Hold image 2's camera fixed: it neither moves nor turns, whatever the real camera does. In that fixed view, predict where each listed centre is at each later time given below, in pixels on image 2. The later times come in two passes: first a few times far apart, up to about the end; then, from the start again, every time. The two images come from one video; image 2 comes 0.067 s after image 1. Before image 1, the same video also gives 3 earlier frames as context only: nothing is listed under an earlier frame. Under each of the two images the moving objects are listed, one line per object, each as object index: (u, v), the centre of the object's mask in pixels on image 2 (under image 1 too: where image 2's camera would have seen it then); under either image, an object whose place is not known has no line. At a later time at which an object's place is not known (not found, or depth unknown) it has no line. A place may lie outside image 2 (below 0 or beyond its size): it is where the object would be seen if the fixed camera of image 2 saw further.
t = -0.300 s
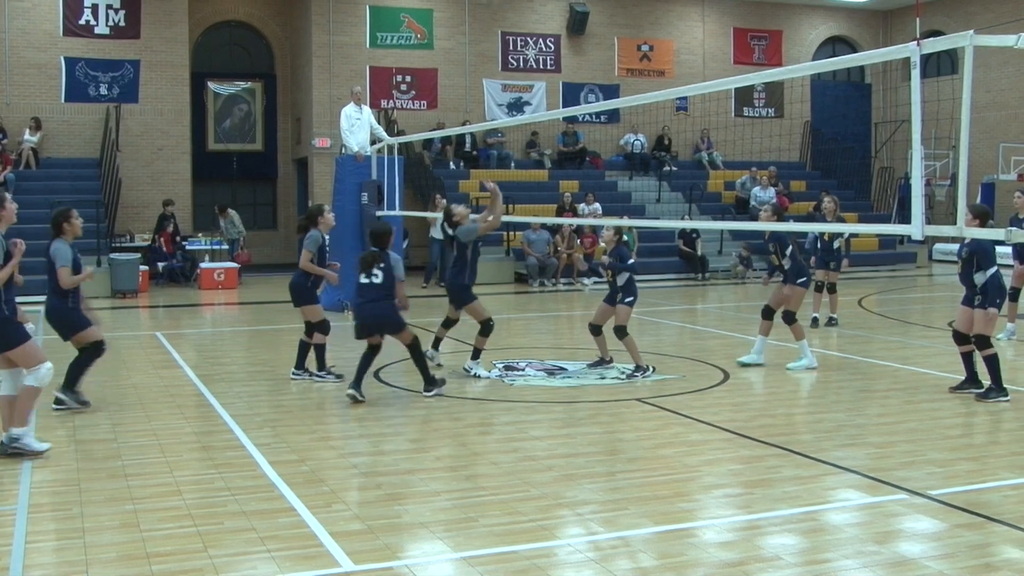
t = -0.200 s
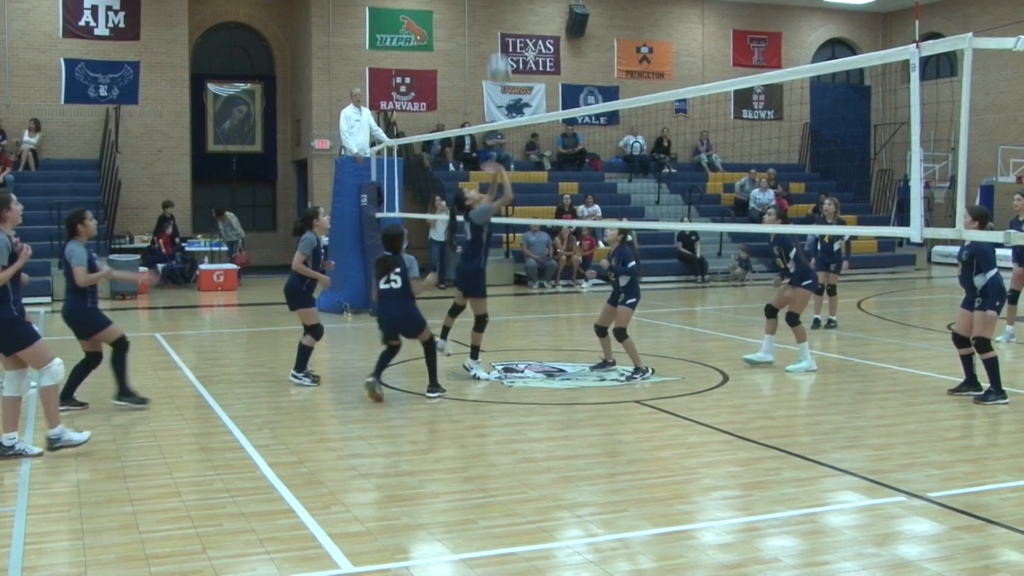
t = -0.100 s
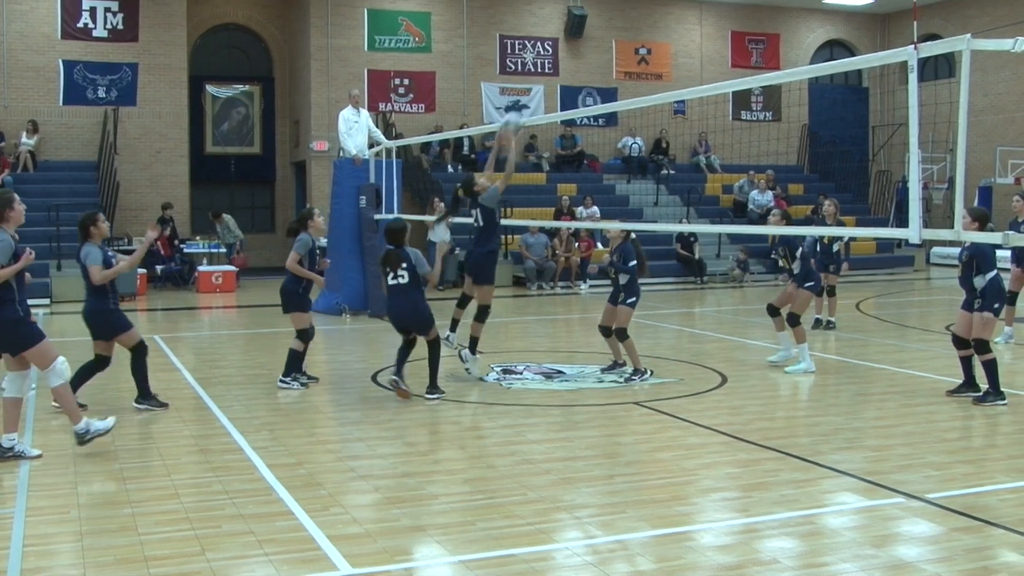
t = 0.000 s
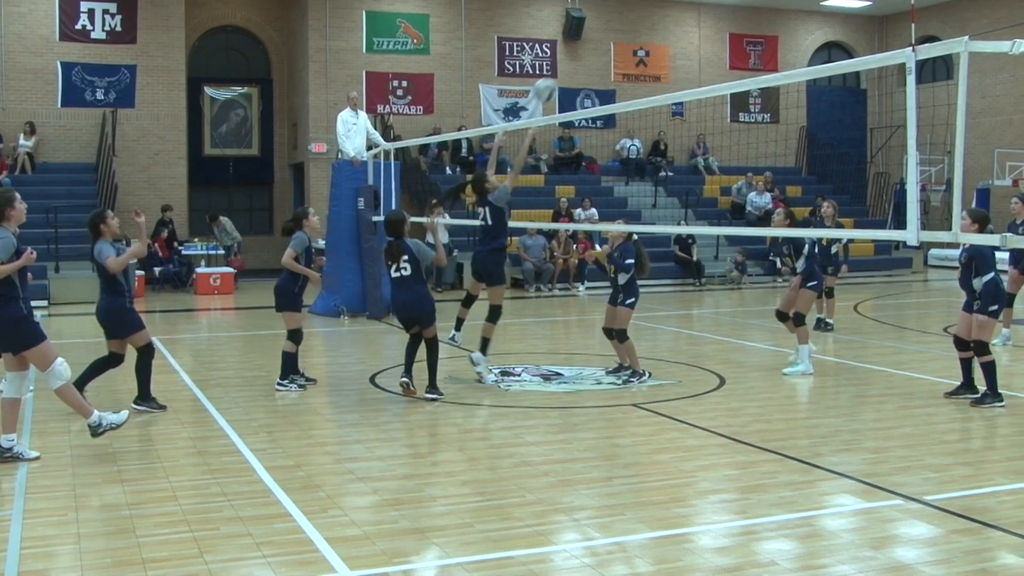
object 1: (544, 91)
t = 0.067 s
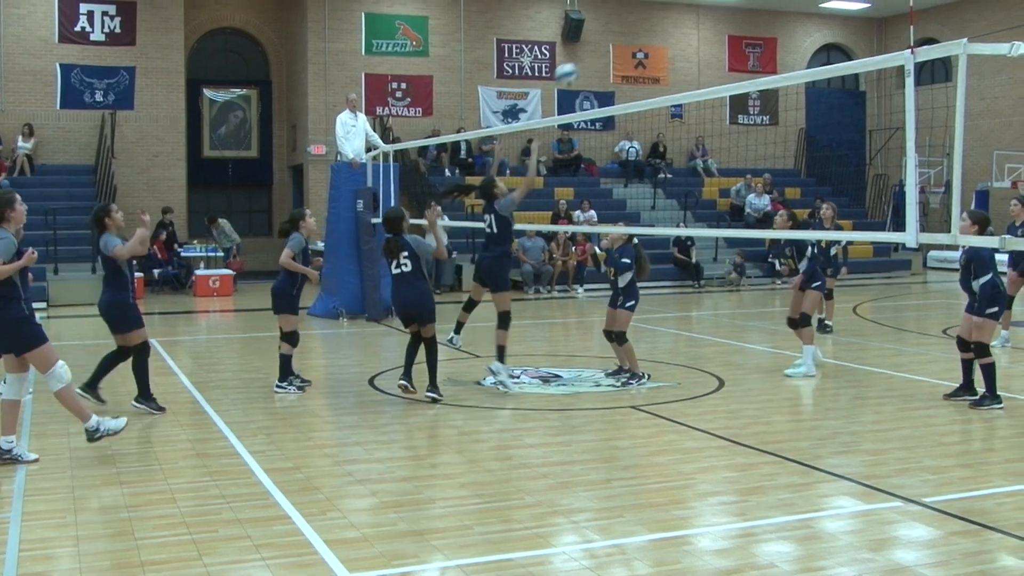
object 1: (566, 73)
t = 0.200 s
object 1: (609, 56)
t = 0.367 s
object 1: (658, 60)
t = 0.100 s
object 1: (578, 67)
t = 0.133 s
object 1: (587, 62)
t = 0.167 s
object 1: (598, 57)
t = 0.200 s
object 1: (609, 56)
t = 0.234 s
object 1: (619, 54)
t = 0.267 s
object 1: (630, 54)
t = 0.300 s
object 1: (639, 56)
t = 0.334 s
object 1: (648, 58)
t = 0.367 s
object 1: (658, 60)
